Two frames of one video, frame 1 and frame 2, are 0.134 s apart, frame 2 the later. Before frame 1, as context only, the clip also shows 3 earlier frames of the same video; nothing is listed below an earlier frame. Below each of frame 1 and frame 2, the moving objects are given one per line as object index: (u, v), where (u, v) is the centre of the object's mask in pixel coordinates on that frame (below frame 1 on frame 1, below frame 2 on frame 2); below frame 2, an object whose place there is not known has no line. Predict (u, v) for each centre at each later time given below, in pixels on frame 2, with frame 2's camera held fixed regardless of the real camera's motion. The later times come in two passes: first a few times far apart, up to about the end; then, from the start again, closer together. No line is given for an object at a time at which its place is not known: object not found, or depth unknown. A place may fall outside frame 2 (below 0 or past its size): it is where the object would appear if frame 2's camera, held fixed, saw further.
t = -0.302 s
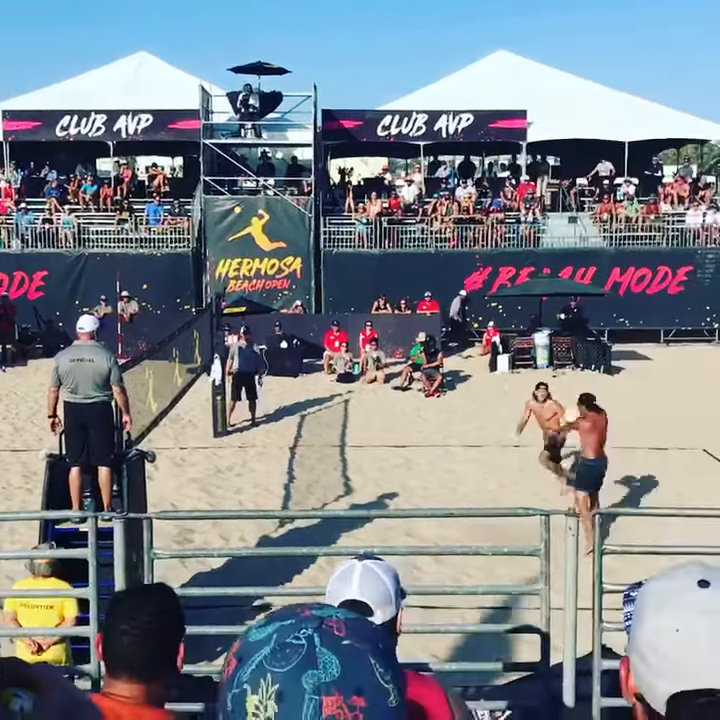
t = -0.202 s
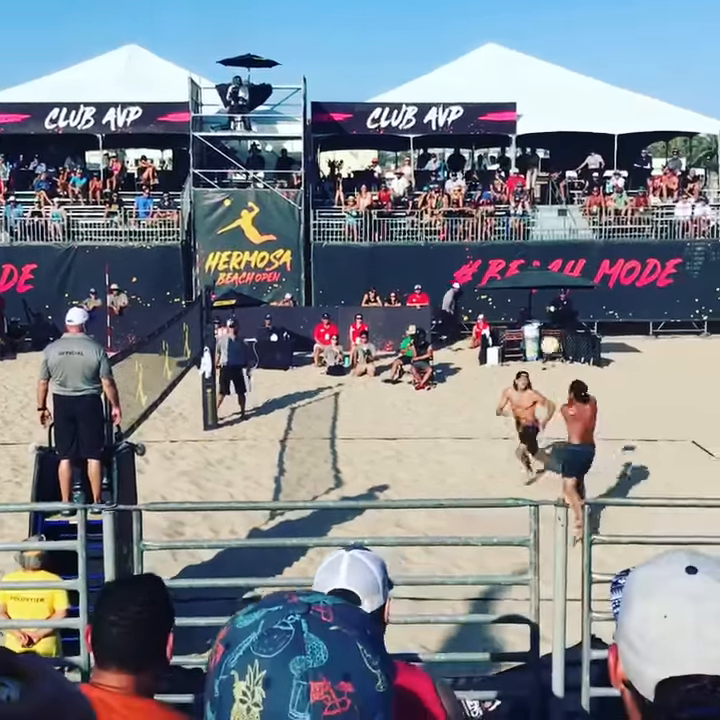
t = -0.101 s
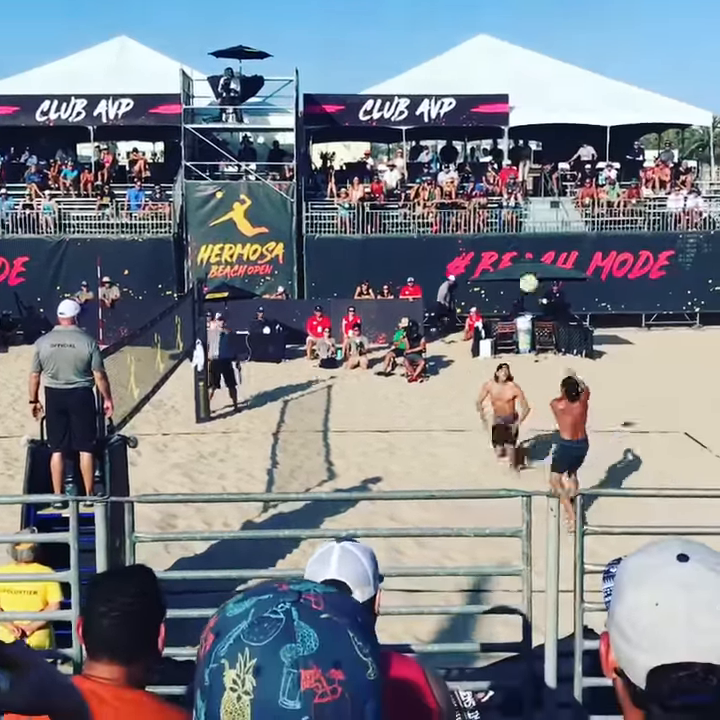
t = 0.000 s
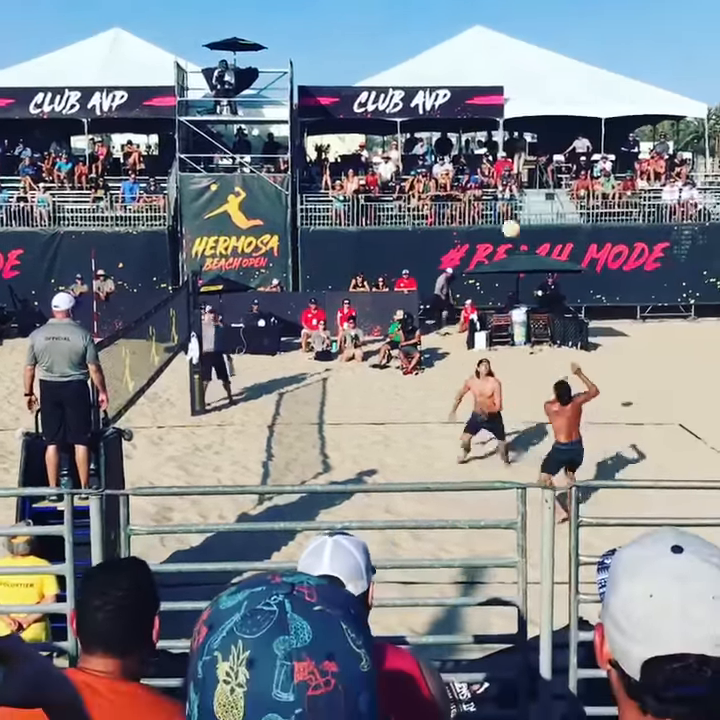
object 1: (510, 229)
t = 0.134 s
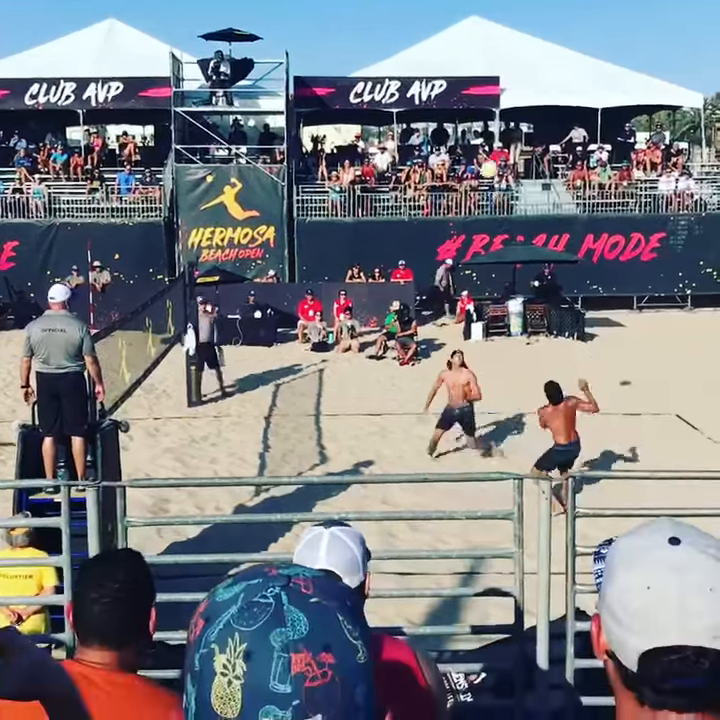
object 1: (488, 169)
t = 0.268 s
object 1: (472, 135)
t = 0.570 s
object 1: (433, 109)
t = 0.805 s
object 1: (404, 141)
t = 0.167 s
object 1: (484, 160)
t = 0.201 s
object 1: (479, 148)
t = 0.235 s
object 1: (476, 142)
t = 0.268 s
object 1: (472, 135)
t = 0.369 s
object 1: (459, 117)
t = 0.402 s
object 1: (455, 113)
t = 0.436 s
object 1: (451, 111)
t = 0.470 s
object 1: (446, 109)
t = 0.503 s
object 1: (442, 108)
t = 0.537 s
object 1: (437, 108)
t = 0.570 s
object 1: (433, 109)
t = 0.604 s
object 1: (429, 110)
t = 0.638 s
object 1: (424, 112)
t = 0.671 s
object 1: (420, 116)
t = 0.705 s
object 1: (416, 120)
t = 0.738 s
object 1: (411, 126)
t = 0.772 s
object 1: (409, 133)
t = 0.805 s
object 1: (404, 141)
